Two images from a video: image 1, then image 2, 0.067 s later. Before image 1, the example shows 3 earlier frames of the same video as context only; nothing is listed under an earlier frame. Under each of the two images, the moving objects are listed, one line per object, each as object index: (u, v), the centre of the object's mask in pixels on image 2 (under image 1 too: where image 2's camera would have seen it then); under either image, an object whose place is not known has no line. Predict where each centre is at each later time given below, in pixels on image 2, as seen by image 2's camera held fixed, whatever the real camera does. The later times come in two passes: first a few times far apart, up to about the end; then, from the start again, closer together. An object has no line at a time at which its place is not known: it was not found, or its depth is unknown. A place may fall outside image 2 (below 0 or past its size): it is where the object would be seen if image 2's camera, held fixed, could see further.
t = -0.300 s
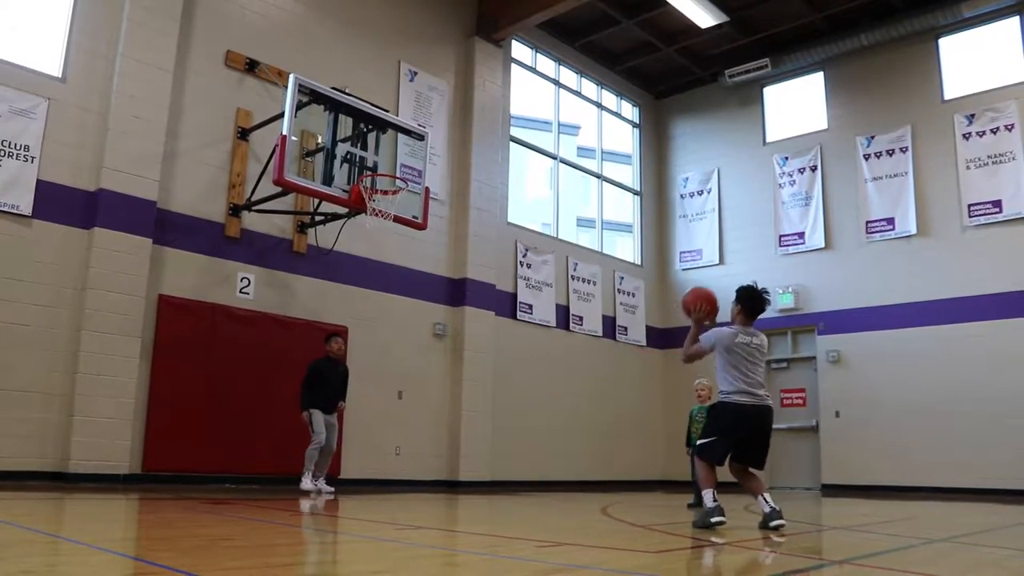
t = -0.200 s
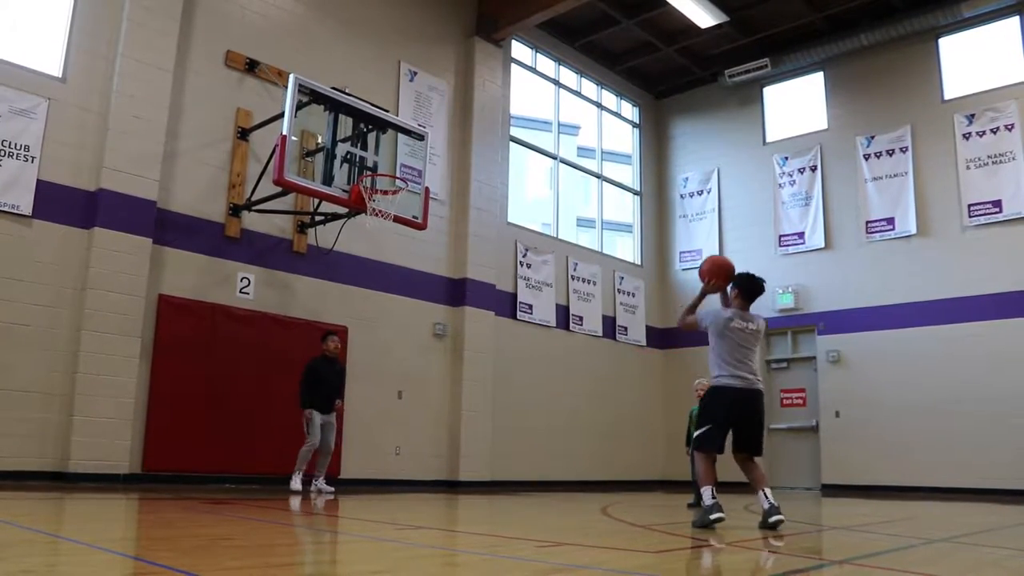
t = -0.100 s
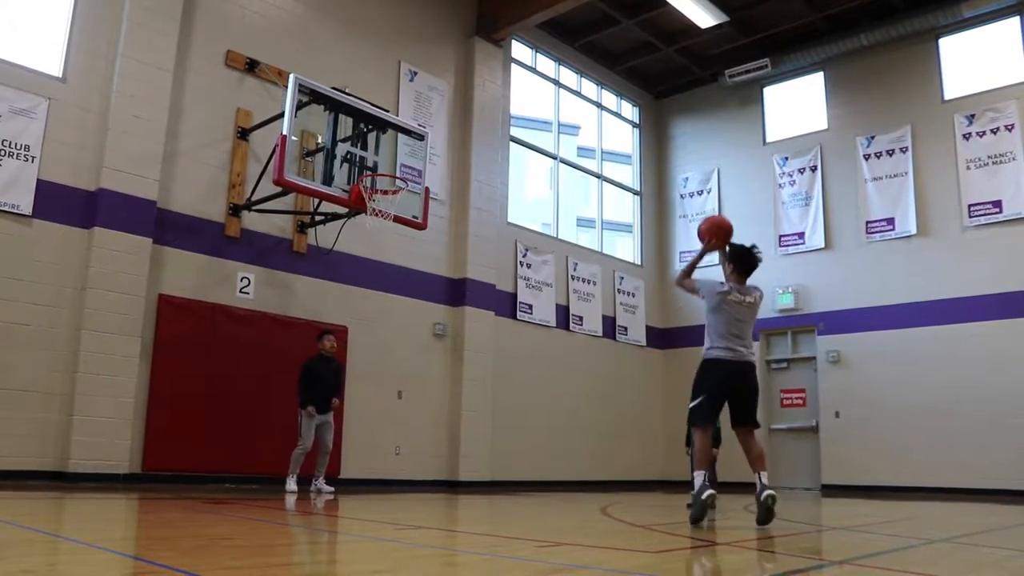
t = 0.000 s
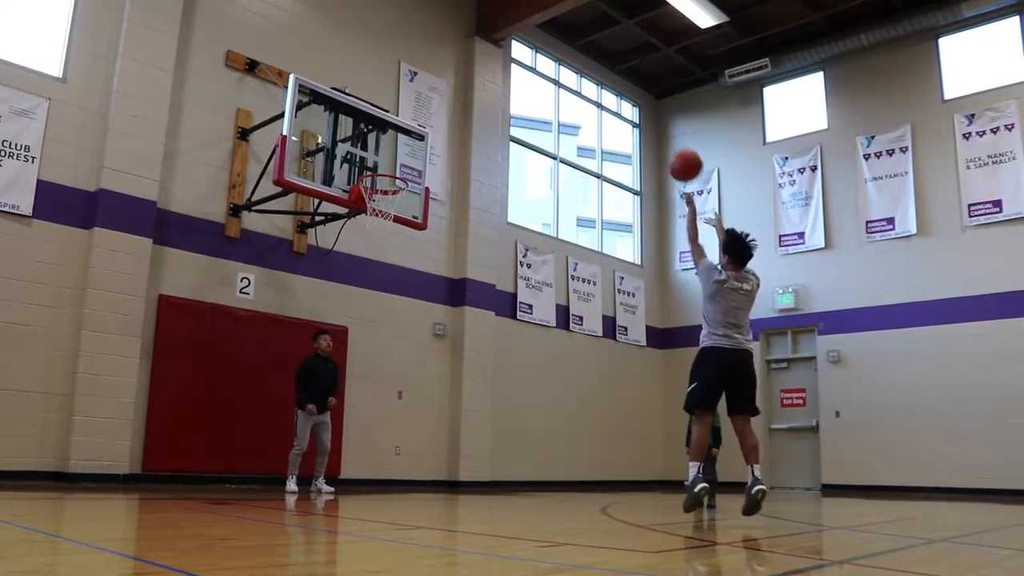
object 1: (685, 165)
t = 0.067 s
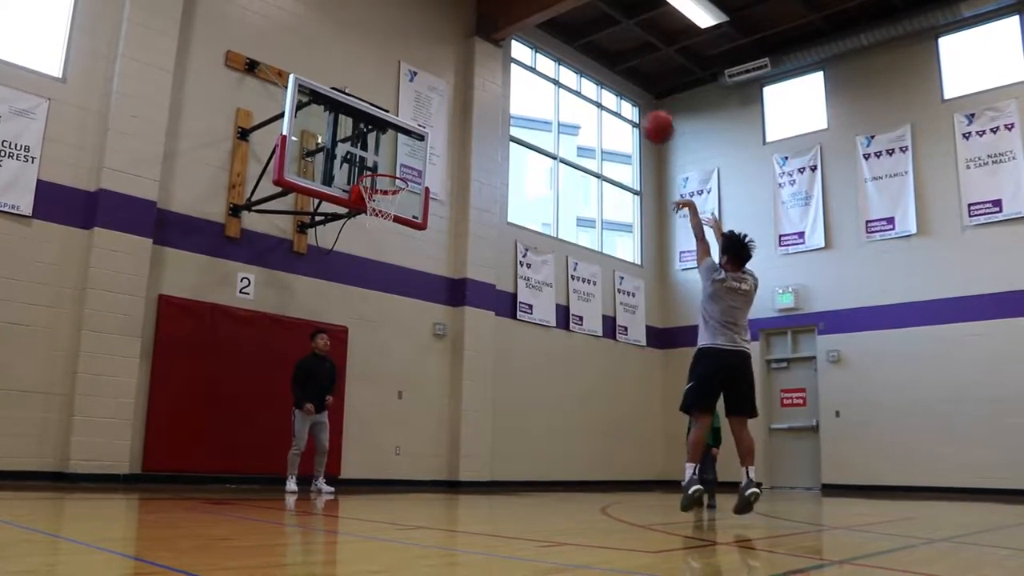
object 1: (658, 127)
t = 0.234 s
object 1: (596, 64)
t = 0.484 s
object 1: (518, 40)
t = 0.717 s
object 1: (456, 76)
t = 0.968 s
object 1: (394, 165)
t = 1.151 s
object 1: (355, 254)
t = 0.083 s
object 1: (652, 118)
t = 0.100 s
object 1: (645, 111)
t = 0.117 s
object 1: (639, 103)
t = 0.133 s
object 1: (632, 96)
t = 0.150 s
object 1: (626, 89)
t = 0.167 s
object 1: (620, 83)
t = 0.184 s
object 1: (614, 78)
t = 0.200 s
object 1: (607, 73)
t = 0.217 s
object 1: (602, 68)
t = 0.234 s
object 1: (596, 64)
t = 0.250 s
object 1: (590, 60)
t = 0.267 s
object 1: (585, 56)
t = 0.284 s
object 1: (579, 53)
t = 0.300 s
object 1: (574, 51)
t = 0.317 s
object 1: (568, 48)
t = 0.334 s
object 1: (563, 46)
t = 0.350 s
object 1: (558, 44)
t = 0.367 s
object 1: (553, 42)
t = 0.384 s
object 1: (548, 41)
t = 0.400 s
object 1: (543, 40)
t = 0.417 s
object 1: (538, 39)
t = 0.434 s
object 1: (533, 39)
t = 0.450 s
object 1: (528, 39)
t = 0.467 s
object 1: (524, 39)
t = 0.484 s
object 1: (518, 40)
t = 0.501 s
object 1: (513, 41)
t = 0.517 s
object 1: (508, 42)
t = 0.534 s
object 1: (504, 44)
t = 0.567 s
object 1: (495, 47)
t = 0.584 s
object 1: (491, 49)
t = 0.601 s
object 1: (486, 51)
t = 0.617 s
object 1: (481, 55)
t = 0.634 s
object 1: (477, 57)
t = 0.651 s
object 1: (473, 60)
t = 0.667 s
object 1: (469, 64)
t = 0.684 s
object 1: (465, 68)
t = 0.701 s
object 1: (460, 72)
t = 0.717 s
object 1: (456, 76)
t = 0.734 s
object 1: (451, 80)
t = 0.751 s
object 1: (447, 85)
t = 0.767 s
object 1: (443, 89)
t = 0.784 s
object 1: (439, 94)
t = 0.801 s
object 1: (435, 100)
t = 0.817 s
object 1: (431, 105)
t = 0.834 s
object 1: (427, 111)
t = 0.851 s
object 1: (423, 117)
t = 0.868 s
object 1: (419, 123)
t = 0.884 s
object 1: (415, 130)
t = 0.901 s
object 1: (410, 137)
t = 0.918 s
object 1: (406, 143)
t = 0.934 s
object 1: (403, 150)
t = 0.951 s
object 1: (398, 158)
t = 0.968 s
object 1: (394, 165)
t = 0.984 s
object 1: (391, 173)
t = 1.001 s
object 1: (386, 181)
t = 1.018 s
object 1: (383, 189)
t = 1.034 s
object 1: (379, 198)
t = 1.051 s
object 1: (375, 206)
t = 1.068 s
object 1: (370, 214)
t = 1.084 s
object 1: (368, 224)
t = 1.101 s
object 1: (364, 230)
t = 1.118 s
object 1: (361, 238)
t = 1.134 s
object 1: (358, 246)
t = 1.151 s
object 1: (355, 254)
